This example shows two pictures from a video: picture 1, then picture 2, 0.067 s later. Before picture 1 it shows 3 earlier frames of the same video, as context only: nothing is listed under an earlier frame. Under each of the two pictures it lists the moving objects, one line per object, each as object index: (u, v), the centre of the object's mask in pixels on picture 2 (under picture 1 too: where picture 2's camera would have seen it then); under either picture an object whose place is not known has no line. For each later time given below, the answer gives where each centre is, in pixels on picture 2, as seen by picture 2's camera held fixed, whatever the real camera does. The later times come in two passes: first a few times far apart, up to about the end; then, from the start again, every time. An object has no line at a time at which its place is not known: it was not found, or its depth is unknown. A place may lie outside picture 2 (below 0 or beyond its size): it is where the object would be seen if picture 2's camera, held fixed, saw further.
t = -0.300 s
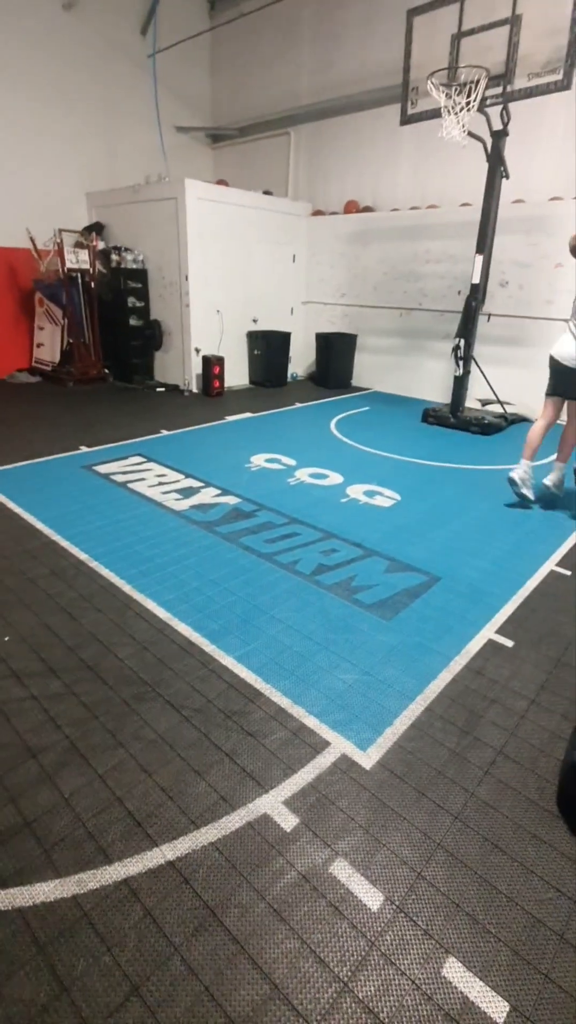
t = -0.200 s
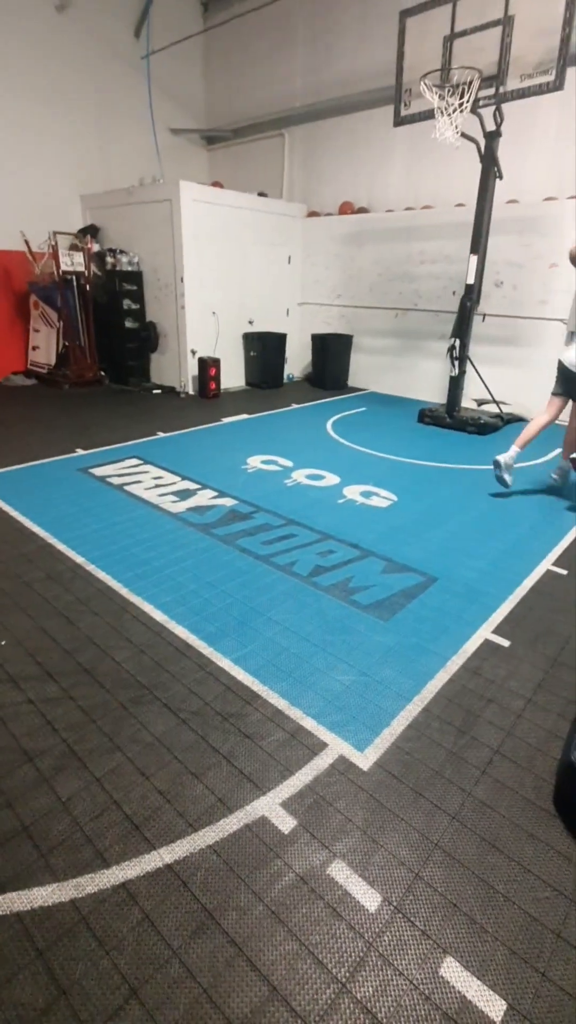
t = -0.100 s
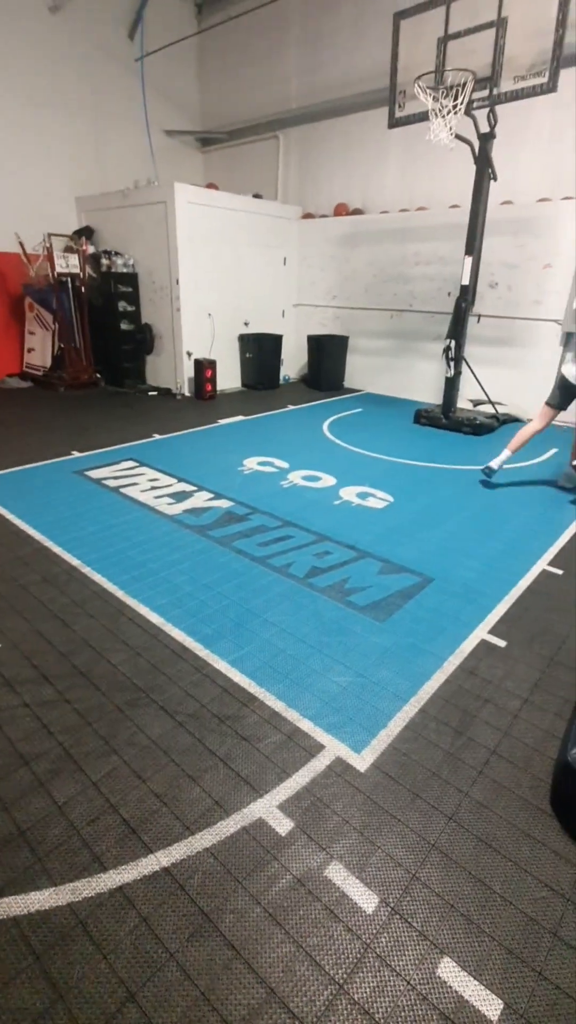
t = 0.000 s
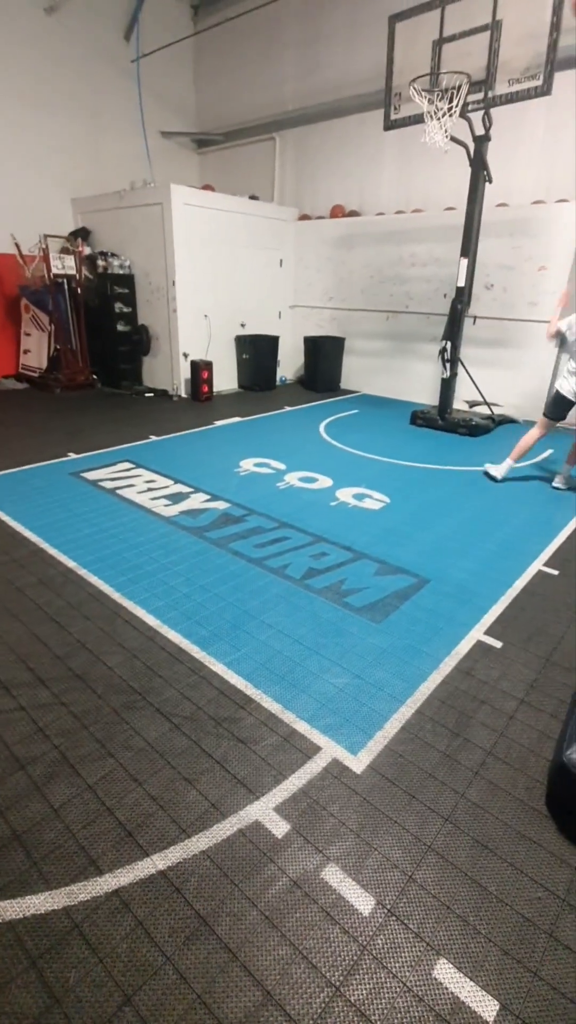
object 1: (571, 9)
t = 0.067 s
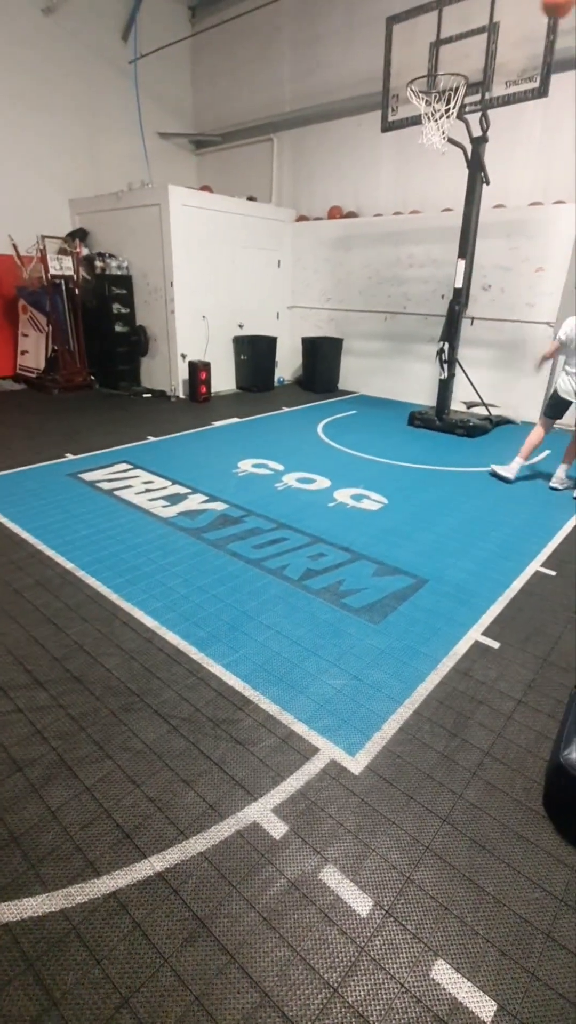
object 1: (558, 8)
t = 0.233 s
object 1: (499, 15)
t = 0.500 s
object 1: (425, 77)
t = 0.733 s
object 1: (457, 129)
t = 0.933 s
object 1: (454, 159)
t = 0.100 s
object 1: (545, 9)
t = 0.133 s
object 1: (532, 9)
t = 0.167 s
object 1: (520, 11)
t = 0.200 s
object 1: (508, 15)
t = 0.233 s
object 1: (499, 15)
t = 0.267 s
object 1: (488, 18)
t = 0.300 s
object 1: (478, 22)
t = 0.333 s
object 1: (468, 29)
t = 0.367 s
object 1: (458, 36)
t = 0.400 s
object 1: (447, 46)
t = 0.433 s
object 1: (436, 56)
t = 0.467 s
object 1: (426, 69)
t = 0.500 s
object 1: (425, 77)
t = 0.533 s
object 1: (432, 84)
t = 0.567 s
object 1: (441, 90)
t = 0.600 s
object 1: (451, 97)
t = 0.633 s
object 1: (456, 109)
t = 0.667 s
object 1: (457, 128)
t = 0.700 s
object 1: (457, 128)
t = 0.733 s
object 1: (457, 129)
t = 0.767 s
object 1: (458, 130)
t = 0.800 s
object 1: (458, 132)
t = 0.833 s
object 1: (458, 137)
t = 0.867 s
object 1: (457, 142)
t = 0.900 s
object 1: (456, 149)
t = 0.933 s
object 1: (454, 159)
